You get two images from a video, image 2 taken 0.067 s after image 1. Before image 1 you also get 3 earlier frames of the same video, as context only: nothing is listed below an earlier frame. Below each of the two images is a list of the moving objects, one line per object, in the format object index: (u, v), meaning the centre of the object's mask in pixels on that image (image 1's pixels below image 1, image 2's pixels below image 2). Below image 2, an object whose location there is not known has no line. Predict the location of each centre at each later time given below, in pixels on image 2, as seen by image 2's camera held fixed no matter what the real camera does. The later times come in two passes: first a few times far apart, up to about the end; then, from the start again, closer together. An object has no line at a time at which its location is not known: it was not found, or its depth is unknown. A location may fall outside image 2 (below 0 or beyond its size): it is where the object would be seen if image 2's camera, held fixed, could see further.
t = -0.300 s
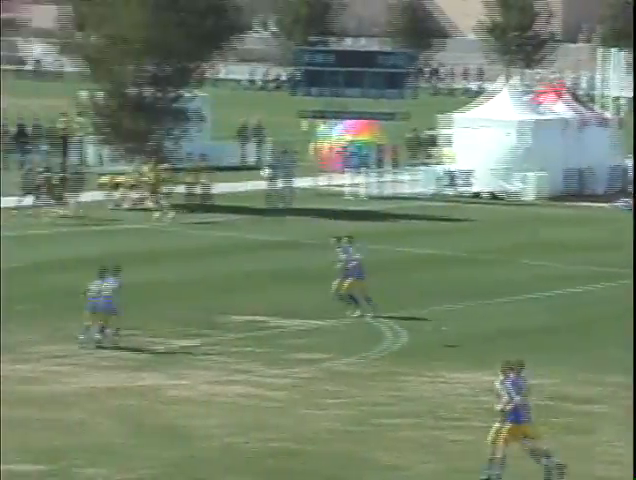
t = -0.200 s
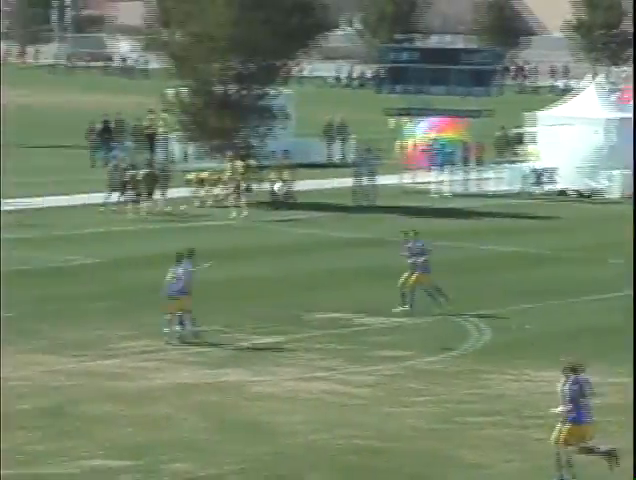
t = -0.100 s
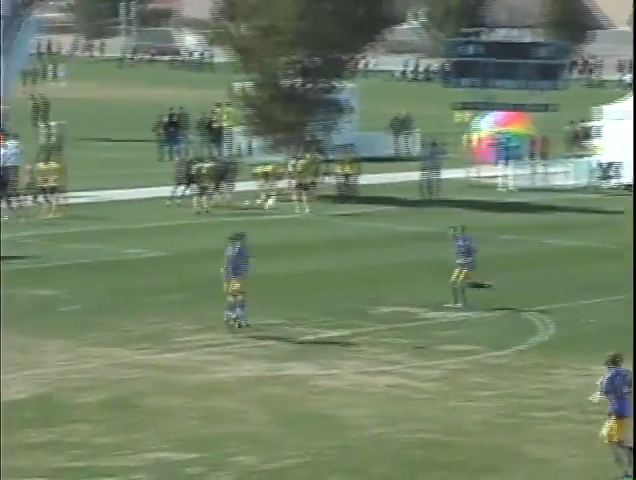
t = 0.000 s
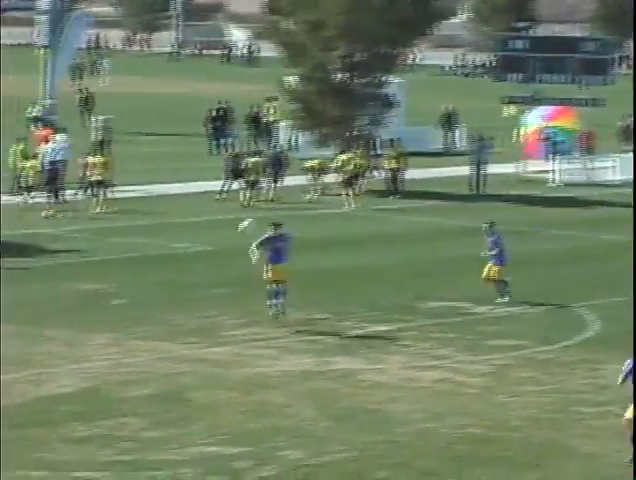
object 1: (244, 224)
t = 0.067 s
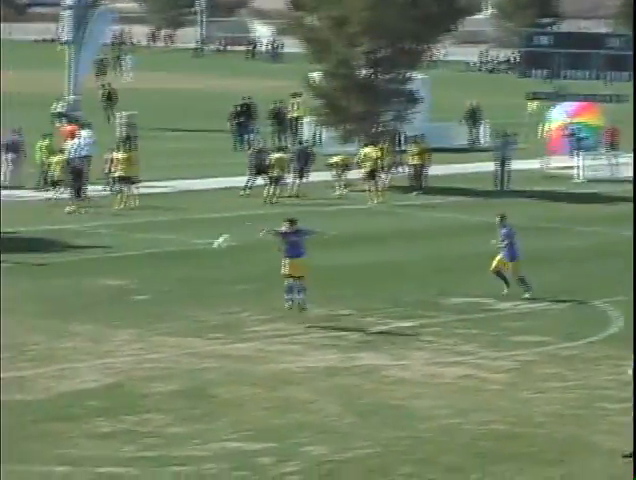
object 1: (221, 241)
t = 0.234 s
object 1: (100, 303)
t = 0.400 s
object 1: (-4, 336)
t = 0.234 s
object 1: (100, 303)
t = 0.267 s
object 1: (74, 319)
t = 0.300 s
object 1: (50, 334)
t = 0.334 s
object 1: (28, 348)
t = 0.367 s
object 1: (12, 343)
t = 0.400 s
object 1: (-4, 336)
